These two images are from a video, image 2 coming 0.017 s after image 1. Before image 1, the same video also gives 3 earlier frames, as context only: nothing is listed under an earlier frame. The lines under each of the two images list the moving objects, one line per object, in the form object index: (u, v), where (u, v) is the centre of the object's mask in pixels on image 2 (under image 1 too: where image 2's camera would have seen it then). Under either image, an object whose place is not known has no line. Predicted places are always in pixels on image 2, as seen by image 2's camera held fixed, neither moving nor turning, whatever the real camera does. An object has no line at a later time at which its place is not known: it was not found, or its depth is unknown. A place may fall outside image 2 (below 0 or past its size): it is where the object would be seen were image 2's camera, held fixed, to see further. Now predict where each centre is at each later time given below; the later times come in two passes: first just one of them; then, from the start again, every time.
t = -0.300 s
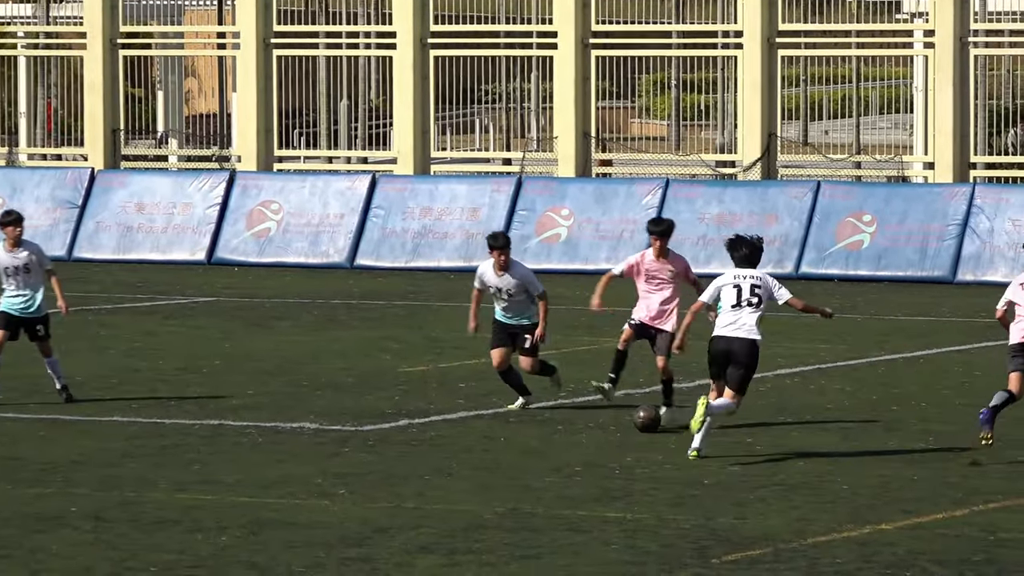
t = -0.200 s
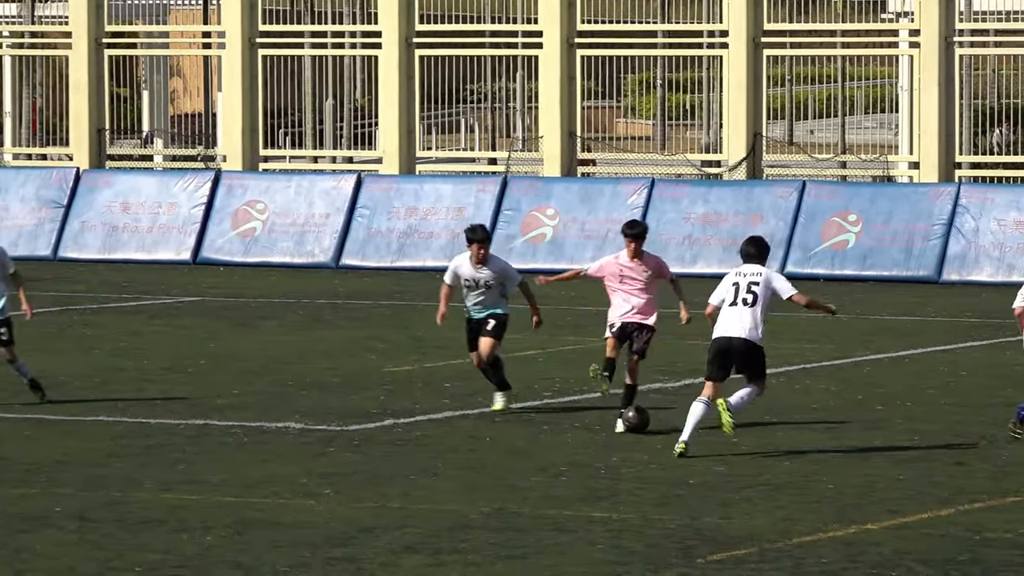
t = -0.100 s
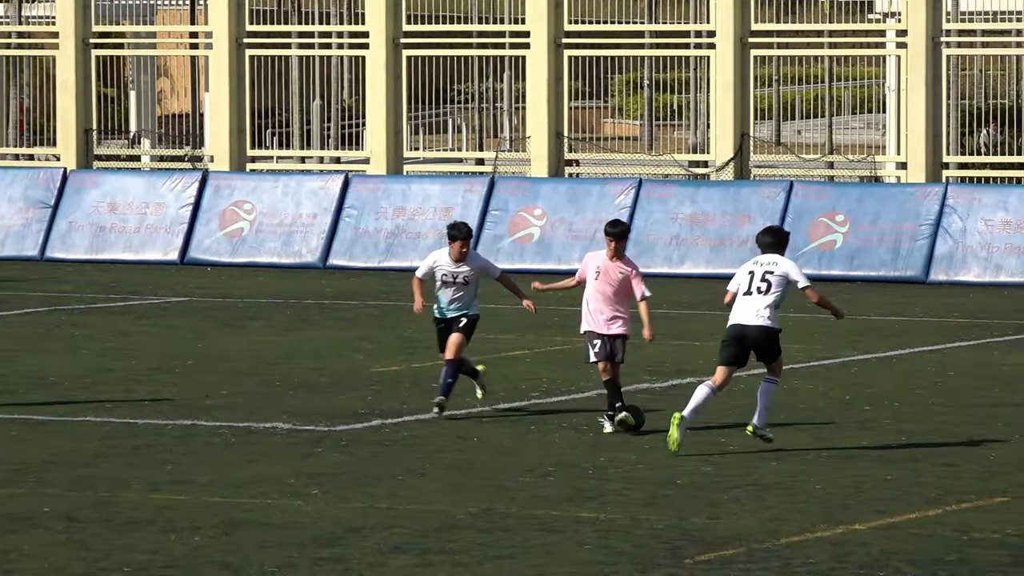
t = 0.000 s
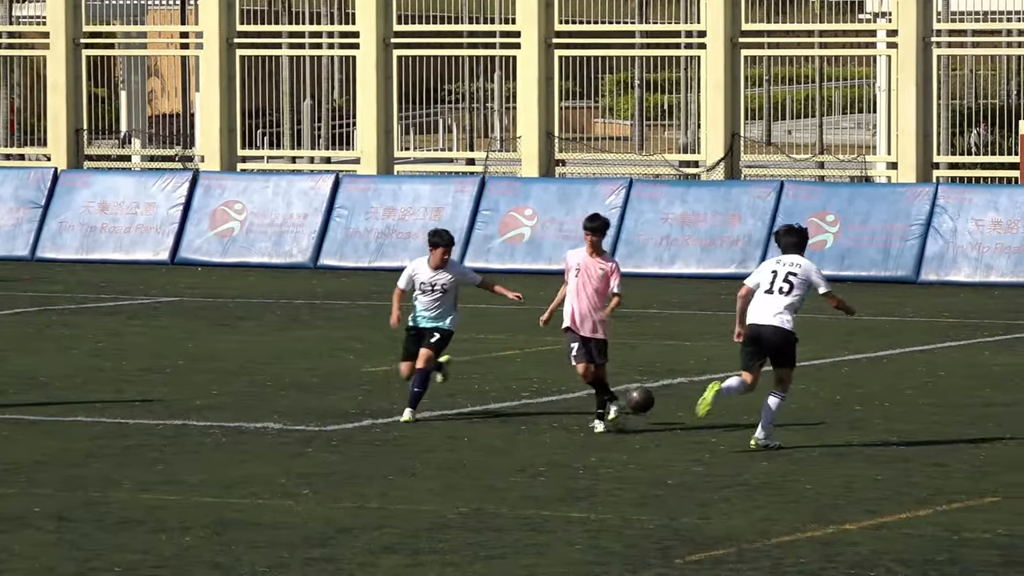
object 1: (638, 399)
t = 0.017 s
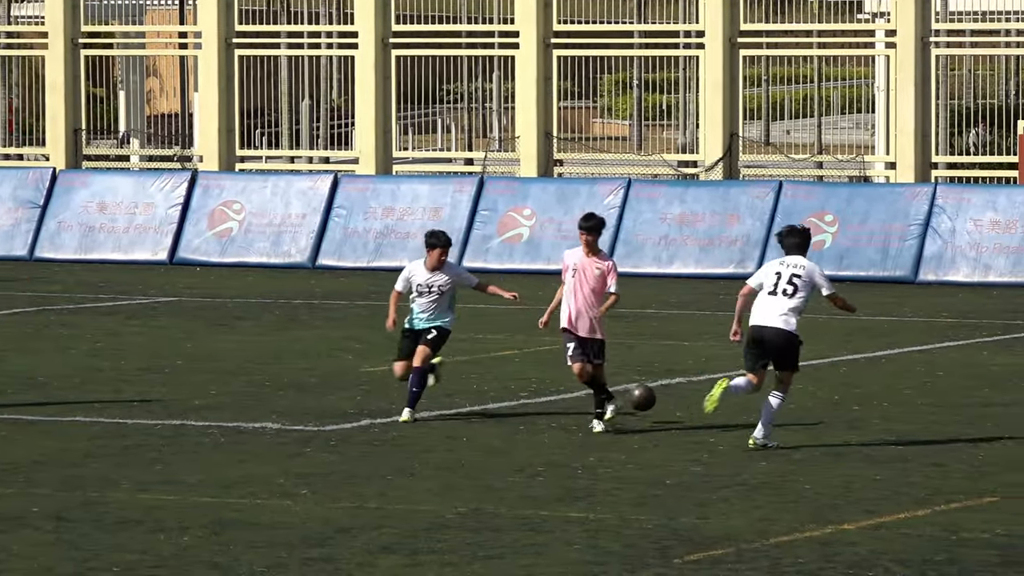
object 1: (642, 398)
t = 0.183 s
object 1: (671, 398)
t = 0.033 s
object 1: (646, 396)
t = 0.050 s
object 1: (648, 396)
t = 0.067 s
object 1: (651, 395)
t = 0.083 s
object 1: (654, 394)
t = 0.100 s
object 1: (657, 394)
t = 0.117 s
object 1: (661, 395)
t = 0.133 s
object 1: (663, 395)
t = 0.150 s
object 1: (665, 396)
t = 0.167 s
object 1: (669, 397)
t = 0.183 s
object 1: (671, 398)
